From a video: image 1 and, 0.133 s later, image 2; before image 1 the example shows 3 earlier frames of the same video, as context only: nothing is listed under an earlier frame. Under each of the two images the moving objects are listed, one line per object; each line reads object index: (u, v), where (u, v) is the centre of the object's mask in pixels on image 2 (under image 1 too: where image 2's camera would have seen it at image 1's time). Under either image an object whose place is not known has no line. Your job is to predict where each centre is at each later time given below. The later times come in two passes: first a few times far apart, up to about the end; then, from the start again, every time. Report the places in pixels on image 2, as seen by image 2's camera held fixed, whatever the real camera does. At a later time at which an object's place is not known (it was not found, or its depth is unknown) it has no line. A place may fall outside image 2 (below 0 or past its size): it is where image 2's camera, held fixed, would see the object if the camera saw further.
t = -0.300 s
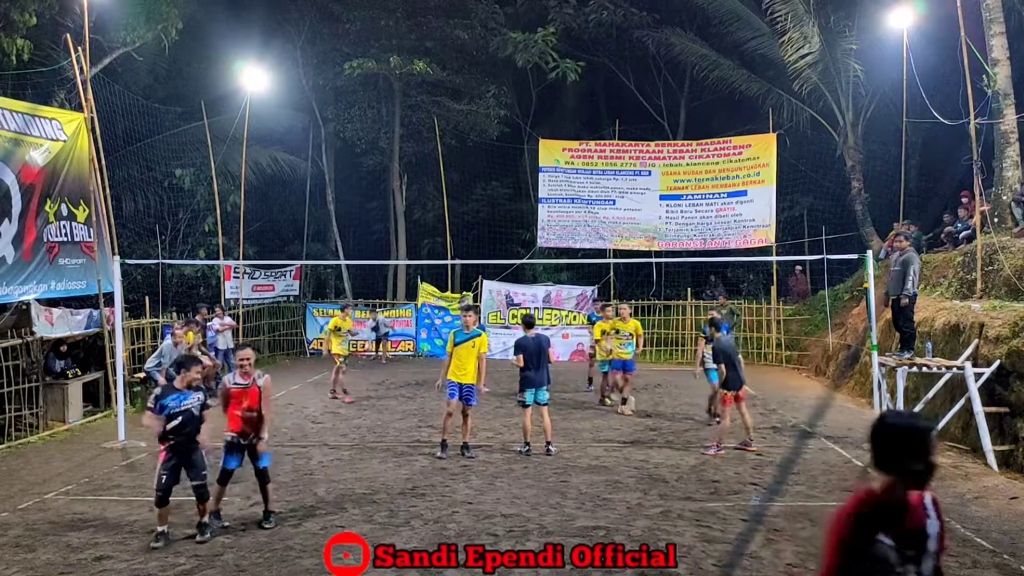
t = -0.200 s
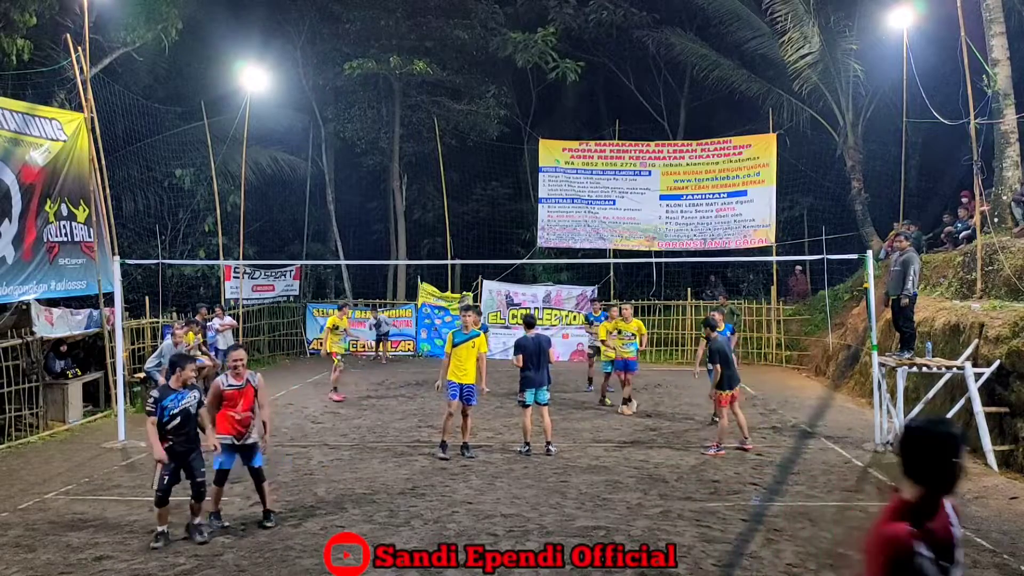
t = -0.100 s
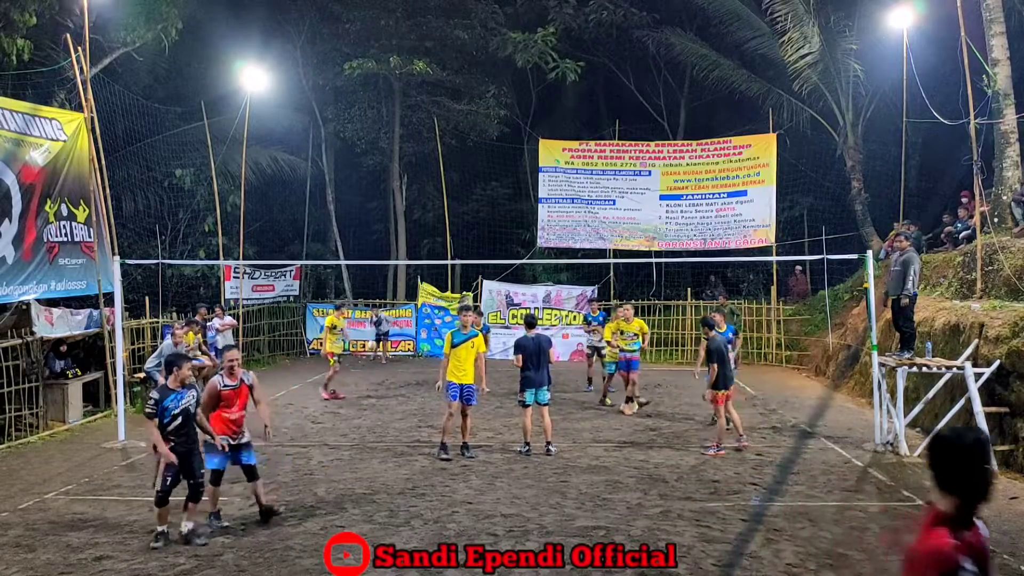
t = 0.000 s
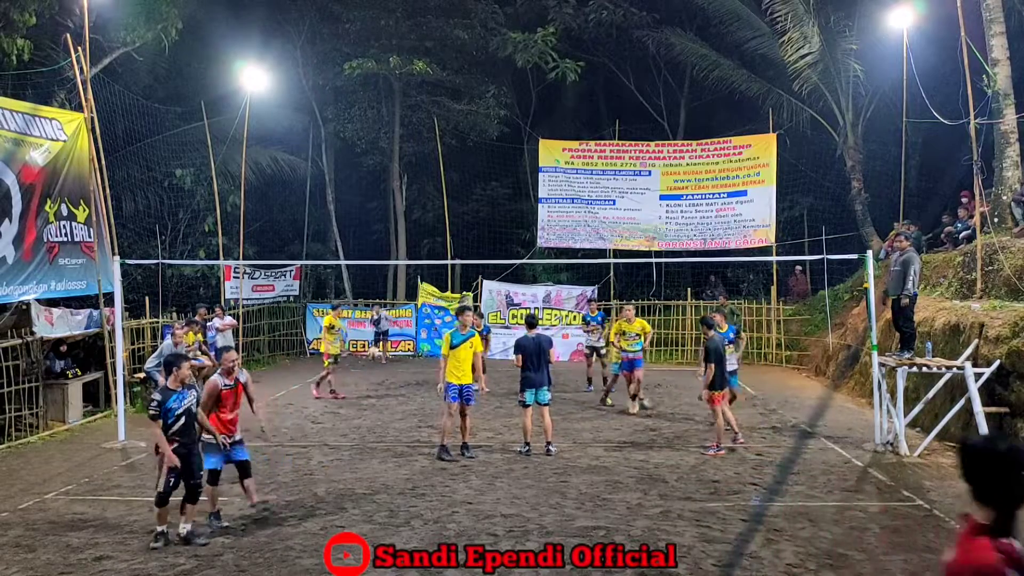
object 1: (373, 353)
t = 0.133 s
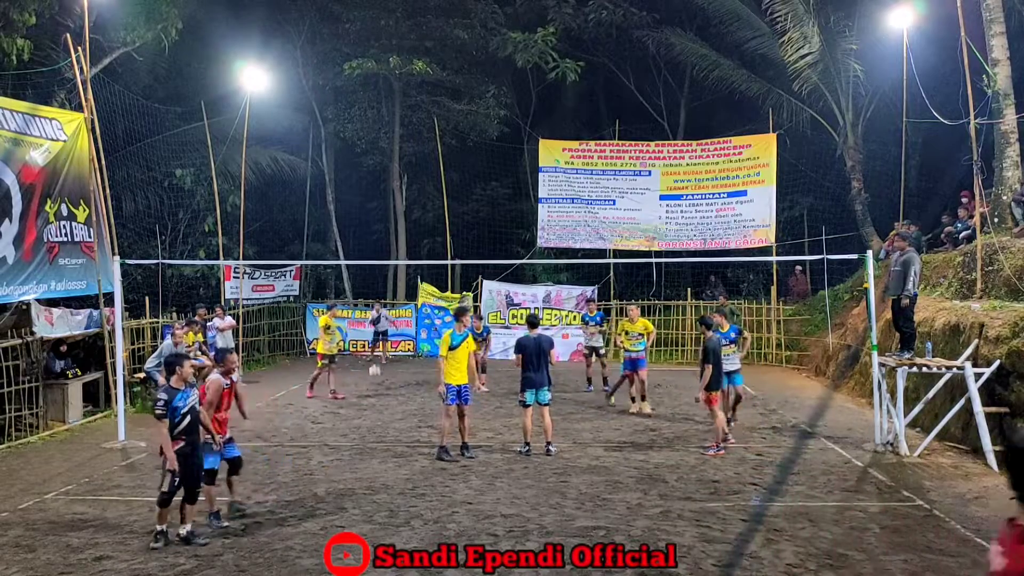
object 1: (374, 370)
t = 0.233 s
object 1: (374, 387)
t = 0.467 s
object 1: (373, 377)
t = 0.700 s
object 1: (370, 400)
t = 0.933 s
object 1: (366, 419)
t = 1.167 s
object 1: (364, 450)
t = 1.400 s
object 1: (361, 464)
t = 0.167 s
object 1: (375, 378)
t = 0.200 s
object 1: (375, 386)
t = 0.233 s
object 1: (374, 387)
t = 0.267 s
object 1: (375, 383)
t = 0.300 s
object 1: (374, 381)
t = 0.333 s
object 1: (374, 378)
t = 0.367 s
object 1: (373, 377)
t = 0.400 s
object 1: (373, 376)
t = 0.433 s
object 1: (373, 376)
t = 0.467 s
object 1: (373, 377)
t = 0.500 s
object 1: (372, 377)
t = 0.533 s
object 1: (372, 379)
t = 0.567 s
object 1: (371, 382)
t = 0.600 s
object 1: (371, 386)
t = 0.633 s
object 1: (370, 390)
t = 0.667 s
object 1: (370, 395)
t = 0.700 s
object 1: (370, 400)
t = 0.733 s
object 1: (369, 409)
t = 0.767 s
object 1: (367, 419)
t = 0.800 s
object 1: (368, 423)
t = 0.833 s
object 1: (367, 420)
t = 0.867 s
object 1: (367, 419)
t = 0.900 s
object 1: (367, 419)
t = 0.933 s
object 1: (366, 419)
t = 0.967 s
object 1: (366, 420)
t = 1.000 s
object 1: (366, 422)
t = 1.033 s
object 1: (366, 426)
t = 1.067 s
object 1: (364, 431)
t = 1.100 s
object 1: (365, 435)
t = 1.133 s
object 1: (365, 443)
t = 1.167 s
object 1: (364, 450)
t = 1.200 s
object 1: (365, 458)
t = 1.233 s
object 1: (364, 457)
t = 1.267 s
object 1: (363, 456)
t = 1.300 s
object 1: (363, 457)
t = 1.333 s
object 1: (363, 458)
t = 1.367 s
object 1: (362, 460)
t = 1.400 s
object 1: (361, 464)
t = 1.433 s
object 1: (361, 469)
